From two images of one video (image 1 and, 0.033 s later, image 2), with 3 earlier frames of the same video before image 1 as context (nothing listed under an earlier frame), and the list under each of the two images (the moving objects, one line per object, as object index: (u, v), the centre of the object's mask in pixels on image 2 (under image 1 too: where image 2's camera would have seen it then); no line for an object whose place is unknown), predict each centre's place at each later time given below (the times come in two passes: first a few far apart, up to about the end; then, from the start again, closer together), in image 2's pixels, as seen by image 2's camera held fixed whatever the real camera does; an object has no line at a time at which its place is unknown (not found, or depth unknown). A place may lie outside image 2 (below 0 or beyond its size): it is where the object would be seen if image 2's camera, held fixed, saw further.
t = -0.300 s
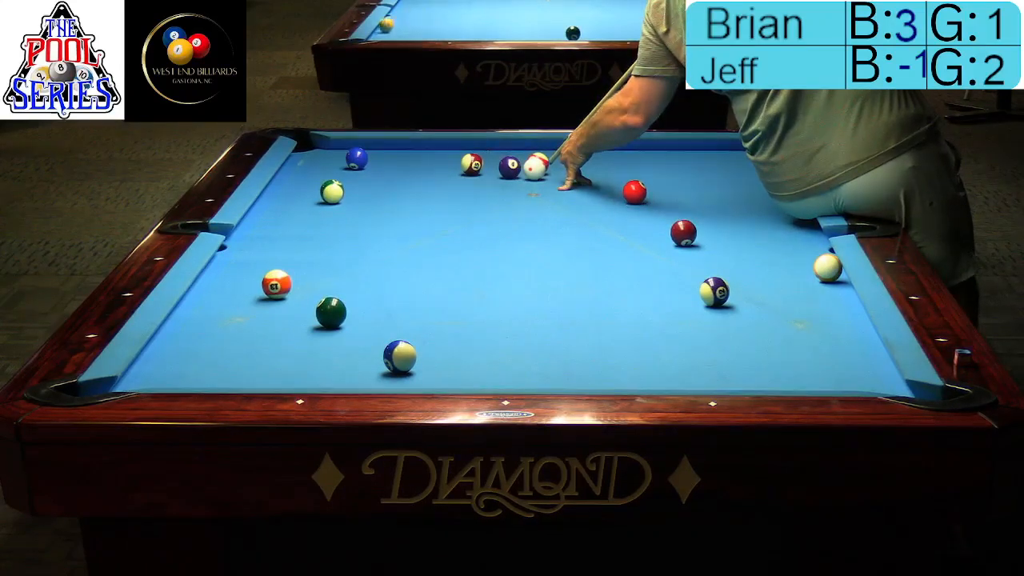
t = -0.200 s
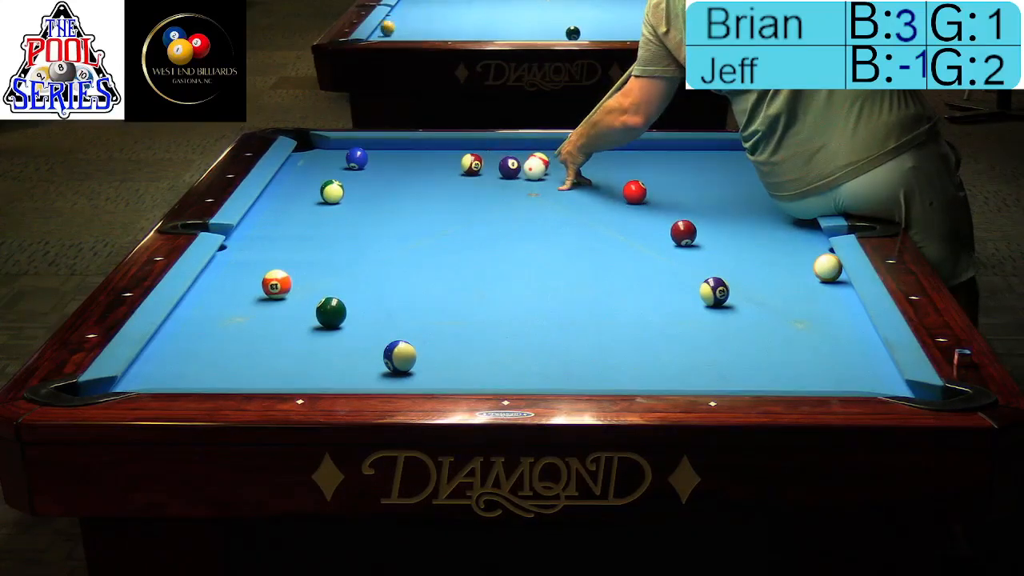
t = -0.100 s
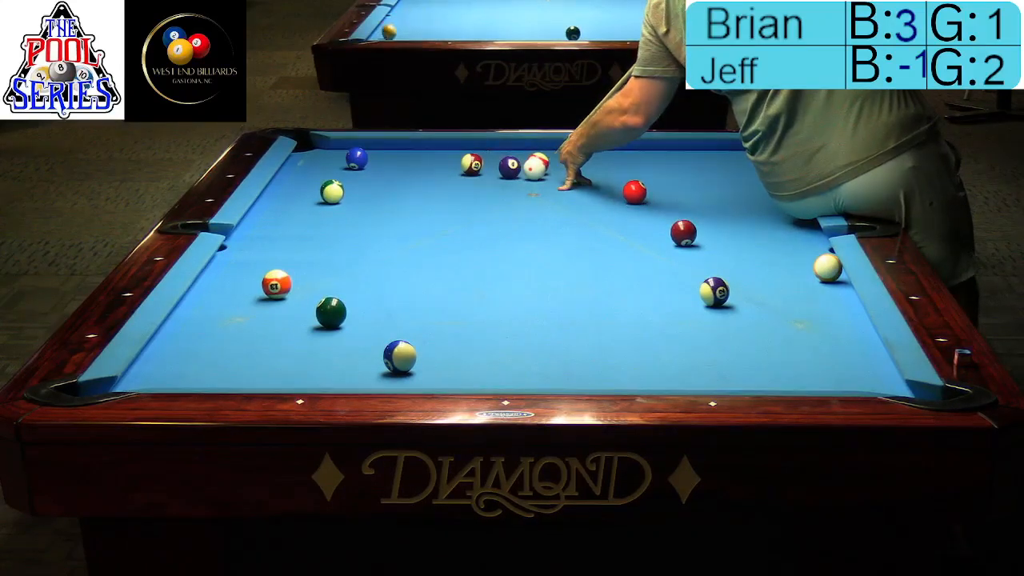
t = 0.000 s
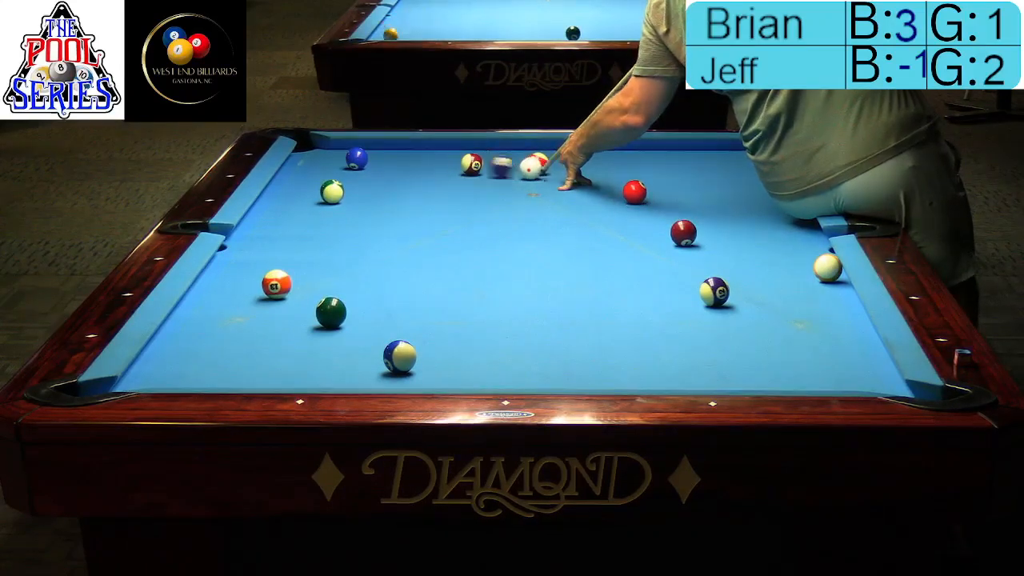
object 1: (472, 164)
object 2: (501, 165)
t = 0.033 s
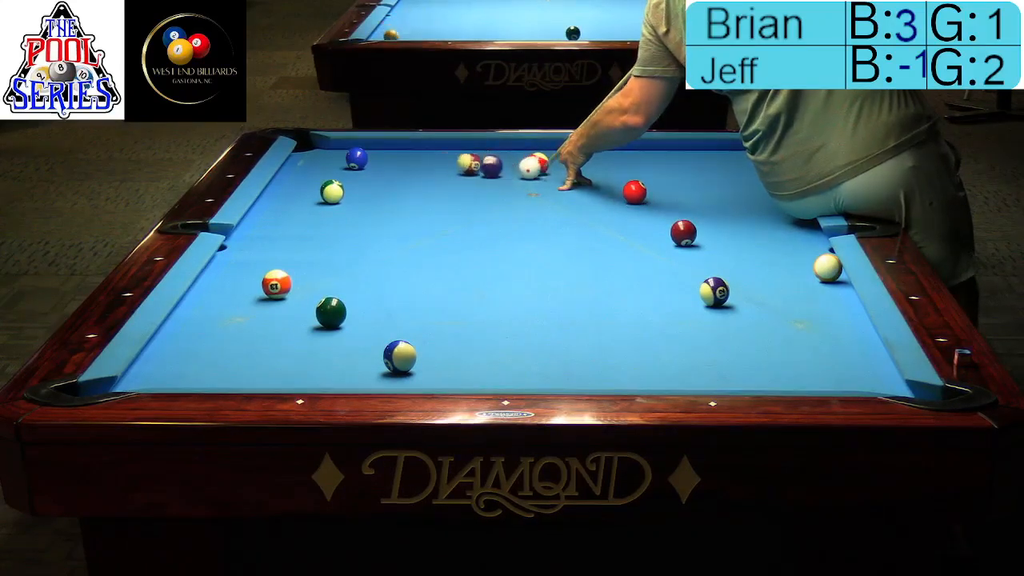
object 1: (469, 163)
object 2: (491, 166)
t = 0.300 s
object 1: (414, 159)
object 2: (475, 167)
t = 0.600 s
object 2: (460, 168)
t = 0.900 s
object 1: (310, 149)
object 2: (448, 168)
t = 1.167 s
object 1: (330, 147)
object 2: (440, 168)
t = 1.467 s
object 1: (364, 143)
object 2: (435, 168)
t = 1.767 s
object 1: (391, 143)
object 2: (433, 169)
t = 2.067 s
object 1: (412, 143)
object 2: (433, 169)
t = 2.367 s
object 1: (427, 143)
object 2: (433, 169)
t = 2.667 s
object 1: (440, 144)
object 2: (433, 169)
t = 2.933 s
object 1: (449, 144)
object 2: (433, 169)
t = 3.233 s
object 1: (457, 145)
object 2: (433, 169)
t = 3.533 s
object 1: (462, 145)
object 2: (433, 169)
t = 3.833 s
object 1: (465, 145)
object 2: (433, 168)
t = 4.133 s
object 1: (464, 146)
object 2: (433, 168)
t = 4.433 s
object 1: (464, 145)
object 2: (433, 168)
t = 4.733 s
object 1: (464, 145)
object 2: (433, 168)
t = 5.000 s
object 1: (464, 145)
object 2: (433, 168)
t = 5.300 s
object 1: (464, 145)
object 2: (433, 168)
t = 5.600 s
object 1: (464, 145)
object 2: (433, 168)
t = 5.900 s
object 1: (464, 145)
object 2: (433, 168)
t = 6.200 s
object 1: (464, 145)
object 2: (433, 168)
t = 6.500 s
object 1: (464, 145)
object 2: (433, 168)
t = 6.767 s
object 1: (464, 145)
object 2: (433, 169)
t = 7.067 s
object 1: (464, 145)
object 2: (433, 169)
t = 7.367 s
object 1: (464, 145)
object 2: (433, 169)
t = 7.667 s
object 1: (464, 146)
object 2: (433, 168)
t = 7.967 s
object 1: (464, 146)
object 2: (433, 168)
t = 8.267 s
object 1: (464, 146)
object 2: (433, 168)
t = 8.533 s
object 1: (464, 145)
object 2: (433, 168)
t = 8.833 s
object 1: (464, 145)
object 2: (433, 168)
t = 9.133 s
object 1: (464, 145)
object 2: (433, 168)
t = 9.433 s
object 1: (464, 145)
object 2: (433, 168)
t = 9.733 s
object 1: (464, 145)
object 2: (433, 168)
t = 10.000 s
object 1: (464, 145)
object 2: (433, 168)
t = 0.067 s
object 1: (460, 162)
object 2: (489, 166)
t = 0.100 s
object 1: (452, 162)
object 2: (487, 166)
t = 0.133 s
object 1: (446, 162)
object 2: (485, 166)
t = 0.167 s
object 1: (439, 161)
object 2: (483, 167)
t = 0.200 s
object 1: (433, 161)
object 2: (481, 167)
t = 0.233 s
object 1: (427, 160)
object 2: (479, 167)
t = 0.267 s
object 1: (421, 160)
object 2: (477, 167)
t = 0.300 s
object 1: (414, 159)
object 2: (475, 167)
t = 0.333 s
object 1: (408, 158)
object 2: (473, 167)
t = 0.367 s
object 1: (401, 158)
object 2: (472, 167)
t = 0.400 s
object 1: (394, 157)
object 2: (470, 167)
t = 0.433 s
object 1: (390, 157)
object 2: (468, 167)
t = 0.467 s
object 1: (383, 156)
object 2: (467, 167)
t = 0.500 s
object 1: (378, 155)
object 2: (465, 167)
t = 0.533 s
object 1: (374, 155)
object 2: (463, 167)
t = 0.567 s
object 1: (370, 156)
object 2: (462, 167)
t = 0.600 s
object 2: (460, 168)
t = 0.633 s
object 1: (351, 148)
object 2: (459, 168)
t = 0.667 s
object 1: (345, 150)
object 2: (457, 168)
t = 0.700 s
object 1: (340, 151)
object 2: (456, 168)
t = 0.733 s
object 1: (336, 151)
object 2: (455, 168)
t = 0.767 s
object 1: (332, 151)
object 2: (453, 168)
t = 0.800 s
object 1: (327, 151)
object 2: (452, 168)
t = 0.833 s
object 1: (320, 150)
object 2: (451, 168)
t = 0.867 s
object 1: (315, 150)
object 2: (450, 168)
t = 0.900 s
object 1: (310, 149)
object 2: (448, 168)
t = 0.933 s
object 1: (305, 149)
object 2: (447, 168)
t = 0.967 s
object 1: (307, 148)
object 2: (446, 168)
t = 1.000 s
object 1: (311, 148)
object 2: (445, 168)
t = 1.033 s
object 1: (315, 149)
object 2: (444, 168)
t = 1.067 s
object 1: (318, 148)
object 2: (443, 168)
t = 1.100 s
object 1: (322, 147)
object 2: (442, 168)
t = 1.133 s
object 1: (327, 147)
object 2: (442, 168)
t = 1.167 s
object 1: (330, 147)
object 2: (440, 168)
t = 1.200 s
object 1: (334, 147)
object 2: (440, 168)
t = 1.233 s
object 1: (337, 147)
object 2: (439, 168)
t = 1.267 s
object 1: (340, 146)
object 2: (438, 168)
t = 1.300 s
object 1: (343, 145)
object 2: (437, 168)
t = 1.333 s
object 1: (347, 144)
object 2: (437, 168)
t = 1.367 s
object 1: (350, 144)
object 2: (436, 169)
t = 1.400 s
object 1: (355, 142)
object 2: (436, 168)
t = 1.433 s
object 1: (360, 142)
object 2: (436, 168)
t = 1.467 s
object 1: (364, 143)
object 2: (435, 168)
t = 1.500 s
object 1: (368, 143)
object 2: (435, 168)
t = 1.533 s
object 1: (370, 144)
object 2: (434, 168)
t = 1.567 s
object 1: (373, 144)
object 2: (434, 169)
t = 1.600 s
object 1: (375, 144)
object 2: (434, 169)
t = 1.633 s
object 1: (379, 144)
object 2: (433, 168)
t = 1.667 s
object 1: (382, 144)
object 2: (433, 168)
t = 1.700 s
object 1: (385, 144)
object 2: (433, 169)
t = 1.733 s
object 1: (388, 143)
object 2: (433, 169)
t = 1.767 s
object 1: (391, 143)
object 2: (433, 169)
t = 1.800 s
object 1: (394, 143)
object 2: (433, 169)
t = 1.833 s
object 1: (396, 143)
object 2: (433, 169)
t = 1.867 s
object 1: (399, 143)
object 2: (433, 169)
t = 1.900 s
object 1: (402, 143)
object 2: (433, 169)
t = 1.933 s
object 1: (404, 142)
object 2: (433, 169)
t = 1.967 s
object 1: (406, 143)
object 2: (433, 169)
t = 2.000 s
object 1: (408, 143)
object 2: (433, 169)
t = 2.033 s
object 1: (410, 143)
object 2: (433, 169)
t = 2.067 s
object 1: (412, 143)
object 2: (433, 169)
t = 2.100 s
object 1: (414, 143)
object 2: (433, 169)
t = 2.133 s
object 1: (415, 143)
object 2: (433, 169)
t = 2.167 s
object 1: (417, 143)
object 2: (433, 169)
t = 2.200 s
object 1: (419, 143)
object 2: (433, 169)
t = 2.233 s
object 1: (420, 143)
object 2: (433, 169)
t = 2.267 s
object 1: (422, 143)
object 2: (433, 169)
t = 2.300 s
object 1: (424, 144)
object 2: (433, 169)
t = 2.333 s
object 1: (425, 144)
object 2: (433, 169)
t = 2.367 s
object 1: (427, 143)
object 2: (433, 169)
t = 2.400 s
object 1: (428, 144)
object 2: (433, 169)
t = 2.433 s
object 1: (430, 144)
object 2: (433, 169)
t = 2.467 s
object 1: (431, 144)
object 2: (433, 169)
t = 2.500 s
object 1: (432, 144)
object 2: (433, 169)
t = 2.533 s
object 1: (434, 144)
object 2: (433, 169)
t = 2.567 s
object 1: (436, 144)
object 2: (433, 169)
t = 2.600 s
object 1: (437, 144)
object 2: (433, 169)
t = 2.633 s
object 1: (439, 144)
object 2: (433, 169)
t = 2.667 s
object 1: (440, 144)
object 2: (433, 169)
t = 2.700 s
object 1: (441, 144)
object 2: (433, 169)
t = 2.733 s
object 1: (442, 144)
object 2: (433, 169)
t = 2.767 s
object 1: (443, 144)
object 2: (433, 169)
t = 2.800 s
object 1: (445, 144)
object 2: (433, 169)
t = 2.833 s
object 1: (446, 144)
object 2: (433, 169)
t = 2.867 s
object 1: (447, 144)
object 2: (433, 169)
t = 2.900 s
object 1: (448, 144)
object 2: (433, 169)
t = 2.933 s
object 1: (449, 144)
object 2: (433, 169)
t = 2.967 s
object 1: (450, 145)
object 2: (433, 169)
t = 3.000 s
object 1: (451, 145)
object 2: (433, 169)
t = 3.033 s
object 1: (452, 145)
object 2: (433, 169)
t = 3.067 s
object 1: (453, 145)
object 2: (433, 169)
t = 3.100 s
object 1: (454, 145)
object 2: (433, 169)
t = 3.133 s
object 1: (455, 145)
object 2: (433, 169)
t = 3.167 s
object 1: (456, 145)
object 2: (433, 169)
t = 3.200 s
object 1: (456, 145)
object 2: (433, 169)
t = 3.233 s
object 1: (457, 145)
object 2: (433, 169)
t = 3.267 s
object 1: (458, 145)
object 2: (433, 169)
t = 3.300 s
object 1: (458, 145)
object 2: (433, 169)
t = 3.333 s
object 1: (459, 145)
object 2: (433, 169)
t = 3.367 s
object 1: (460, 145)
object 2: (433, 169)
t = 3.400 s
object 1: (460, 145)
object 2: (433, 169)
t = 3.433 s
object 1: (461, 145)
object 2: (433, 169)
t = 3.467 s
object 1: (461, 145)
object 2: (433, 169)
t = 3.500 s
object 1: (462, 145)
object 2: (433, 169)
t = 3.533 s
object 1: (462, 145)
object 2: (433, 169)
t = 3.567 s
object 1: (463, 145)
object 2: (433, 169)
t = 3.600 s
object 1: (463, 145)
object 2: (433, 169)
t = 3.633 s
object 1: (464, 145)
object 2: (433, 168)
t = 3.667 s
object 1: (464, 145)
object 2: (433, 168)
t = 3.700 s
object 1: (464, 145)
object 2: (433, 168)
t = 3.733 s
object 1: (464, 145)
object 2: (433, 168)
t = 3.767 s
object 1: (464, 145)
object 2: (433, 168)
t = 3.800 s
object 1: (465, 145)
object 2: (433, 168)
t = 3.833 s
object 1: (465, 145)
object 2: (433, 168)
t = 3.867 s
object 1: (465, 145)
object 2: (433, 168)
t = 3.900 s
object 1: (465, 145)
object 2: (433, 168)
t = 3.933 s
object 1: (465, 145)
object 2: (433, 168)
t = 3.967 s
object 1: (465, 145)
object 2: (433, 168)
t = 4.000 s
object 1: (465, 145)
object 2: (433, 168)
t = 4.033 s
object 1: (465, 145)
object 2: (433, 168)
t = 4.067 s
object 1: (465, 145)
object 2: (433, 168)
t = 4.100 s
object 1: (465, 145)
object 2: (433, 168)
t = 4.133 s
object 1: (464, 146)
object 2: (433, 168)
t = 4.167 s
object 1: (464, 145)
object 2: (433, 169)
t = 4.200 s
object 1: (464, 145)
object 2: (433, 168)
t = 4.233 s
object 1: (464, 145)
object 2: (433, 168)
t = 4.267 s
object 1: (464, 145)
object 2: (433, 168)
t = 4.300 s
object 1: (464, 145)
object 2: (433, 168)
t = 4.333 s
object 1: (464, 145)
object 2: (433, 168)
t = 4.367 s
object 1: (464, 145)
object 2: (433, 168)
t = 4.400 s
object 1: (464, 145)
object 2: (433, 168)
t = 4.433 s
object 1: (464, 145)
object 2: (433, 168)
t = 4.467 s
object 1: (464, 145)
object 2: (433, 168)
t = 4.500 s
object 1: (464, 145)
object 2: (433, 168)
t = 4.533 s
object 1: (464, 145)
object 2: (433, 168)
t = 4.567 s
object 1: (464, 145)
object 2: (433, 168)
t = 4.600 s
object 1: (464, 145)
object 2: (433, 168)
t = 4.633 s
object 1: (464, 145)
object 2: (433, 168)
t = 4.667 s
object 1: (464, 145)
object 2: (433, 168)
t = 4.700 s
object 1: (464, 145)
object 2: (433, 168)
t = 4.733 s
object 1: (464, 145)
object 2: (433, 168)
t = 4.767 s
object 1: (464, 145)
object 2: (433, 168)
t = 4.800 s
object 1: (464, 145)
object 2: (433, 168)
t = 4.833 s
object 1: (464, 145)
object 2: (433, 168)
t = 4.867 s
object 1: (464, 145)
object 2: (433, 168)
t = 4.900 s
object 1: (464, 145)
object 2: (433, 168)
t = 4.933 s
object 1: (464, 145)
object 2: (433, 168)
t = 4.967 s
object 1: (464, 145)
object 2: (433, 168)
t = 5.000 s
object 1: (464, 145)
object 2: (433, 168)
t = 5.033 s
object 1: (464, 145)
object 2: (433, 168)
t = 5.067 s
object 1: (464, 145)
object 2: (433, 168)
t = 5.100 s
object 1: (464, 145)
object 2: (433, 168)
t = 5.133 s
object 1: (464, 145)
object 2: (433, 168)
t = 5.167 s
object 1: (464, 145)
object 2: (433, 168)
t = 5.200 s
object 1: (464, 145)
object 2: (433, 168)
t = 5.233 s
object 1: (464, 145)
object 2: (433, 168)
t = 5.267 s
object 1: (464, 145)
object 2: (433, 168)
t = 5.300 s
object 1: (464, 145)
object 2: (433, 168)
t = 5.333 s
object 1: (464, 145)
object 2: (433, 168)
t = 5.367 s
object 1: (464, 145)
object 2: (433, 168)
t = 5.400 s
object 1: (464, 145)
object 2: (433, 168)
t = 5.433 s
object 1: (464, 145)
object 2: (433, 168)
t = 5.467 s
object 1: (464, 145)
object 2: (433, 168)
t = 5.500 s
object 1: (464, 145)
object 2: (433, 169)
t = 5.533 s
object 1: (464, 145)
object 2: (433, 168)
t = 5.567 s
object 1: (464, 145)
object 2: (433, 168)
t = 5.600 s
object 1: (464, 145)
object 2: (433, 168)
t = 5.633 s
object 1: (464, 145)
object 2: (433, 168)
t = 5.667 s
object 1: (464, 145)
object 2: (433, 168)
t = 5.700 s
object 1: (464, 145)
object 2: (433, 168)
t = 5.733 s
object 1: (464, 145)
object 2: (433, 168)
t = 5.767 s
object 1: (464, 145)
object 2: (433, 168)
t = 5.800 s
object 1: (464, 145)
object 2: (433, 168)
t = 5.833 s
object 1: (464, 145)
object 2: (433, 168)
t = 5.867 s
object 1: (464, 145)
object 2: (433, 169)
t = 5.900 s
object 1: (464, 145)
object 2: (433, 168)
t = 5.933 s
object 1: (464, 145)
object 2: (433, 168)
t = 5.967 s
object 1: (464, 145)
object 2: (433, 168)
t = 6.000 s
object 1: (464, 145)
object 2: (433, 168)
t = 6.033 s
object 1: (464, 145)
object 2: (433, 168)
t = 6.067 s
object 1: (464, 145)
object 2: (433, 168)
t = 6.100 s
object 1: (464, 145)
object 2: (433, 169)
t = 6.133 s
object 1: (464, 145)
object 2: (433, 168)
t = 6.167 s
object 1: (464, 145)
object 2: (433, 168)
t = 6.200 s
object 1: (464, 145)
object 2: (433, 168)
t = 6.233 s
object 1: (464, 145)
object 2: (433, 168)
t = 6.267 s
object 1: (464, 145)
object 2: (433, 168)
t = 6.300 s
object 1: (464, 145)
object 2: (433, 168)
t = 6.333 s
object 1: (464, 145)
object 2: (433, 168)
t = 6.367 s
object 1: (464, 145)
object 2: (433, 169)
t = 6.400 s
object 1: (464, 145)
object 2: (433, 169)
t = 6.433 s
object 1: (464, 145)
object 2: (433, 169)
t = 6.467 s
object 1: (464, 145)
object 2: (433, 169)
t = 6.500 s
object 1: (464, 145)
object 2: (433, 168)
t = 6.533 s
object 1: (464, 145)
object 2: (433, 168)
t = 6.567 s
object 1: (464, 145)
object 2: (433, 169)
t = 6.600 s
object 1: (464, 145)
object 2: (433, 169)
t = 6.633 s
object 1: (464, 145)
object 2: (433, 168)
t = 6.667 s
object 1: (464, 145)
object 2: (433, 168)
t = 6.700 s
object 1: (464, 145)
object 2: (433, 169)
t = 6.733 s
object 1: (464, 145)
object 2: (433, 169)
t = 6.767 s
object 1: (464, 145)
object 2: (433, 169)
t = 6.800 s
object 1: (464, 145)
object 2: (433, 169)
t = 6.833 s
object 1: (464, 145)
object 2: (433, 169)
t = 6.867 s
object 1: (464, 145)
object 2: (433, 168)
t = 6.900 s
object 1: (464, 145)
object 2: (433, 169)
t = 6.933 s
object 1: (464, 145)
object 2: (433, 168)
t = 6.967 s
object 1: (464, 145)
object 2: (433, 169)
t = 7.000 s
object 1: (464, 145)
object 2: (433, 169)
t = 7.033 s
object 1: (464, 145)
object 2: (433, 169)
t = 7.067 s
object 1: (464, 145)
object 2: (433, 169)
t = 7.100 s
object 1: (464, 145)
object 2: (433, 169)
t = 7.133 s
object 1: (464, 145)
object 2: (433, 169)
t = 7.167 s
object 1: (464, 145)
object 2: (433, 168)
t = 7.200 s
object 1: (464, 145)
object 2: (433, 169)
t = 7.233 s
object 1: (464, 145)
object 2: (433, 169)
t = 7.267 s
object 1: (464, 146)
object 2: (433, 169)
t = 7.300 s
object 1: (464, 145)
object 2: (433, 168)
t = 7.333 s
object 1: (464, 146)
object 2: (433, 169)
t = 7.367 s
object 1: (464, 145)
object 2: (433, 169)
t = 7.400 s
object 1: (464, 146)
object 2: (433, 169)
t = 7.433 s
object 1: (464, 146)
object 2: (433, 169)
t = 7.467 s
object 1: (464, 146)
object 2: (433, 169)
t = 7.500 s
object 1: (464, 146)
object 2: (433, 168)
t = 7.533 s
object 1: (464, 146)
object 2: (433, 169)
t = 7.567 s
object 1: (464, 146)
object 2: (433, 168)
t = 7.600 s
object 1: (464, 146)
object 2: (433, 168)
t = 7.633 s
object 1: (464, 146)
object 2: (433, 168)
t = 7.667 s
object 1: (464, 146)
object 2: (433, 168)
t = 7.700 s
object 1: (464, 146)
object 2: (433, 169)
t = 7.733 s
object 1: (464, 146)
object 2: (433, 168)
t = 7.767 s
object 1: (464, 146)
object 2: (433, 168)
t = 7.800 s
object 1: (464, 146)
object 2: (433, 168)
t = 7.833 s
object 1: (464, 146)
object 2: (433, 169)
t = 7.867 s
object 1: (464, 146)
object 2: (433, 169)
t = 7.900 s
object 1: (464, 146)
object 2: (433, 168)
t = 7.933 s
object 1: (464, 146)
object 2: (433, 168)
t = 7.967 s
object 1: (464, 146)
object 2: (433, 168)
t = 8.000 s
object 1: (464, 146)
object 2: (433, 168)
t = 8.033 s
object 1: (464, 146)
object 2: (433, 168)
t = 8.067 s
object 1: (464, 146)
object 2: (433, 168)
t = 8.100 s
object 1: (464, 146)
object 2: (433, 169)
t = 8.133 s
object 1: (464, 146)
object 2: (433, 169)
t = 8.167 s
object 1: (464, 146)
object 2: (433, 169)
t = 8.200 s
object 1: (464, 146)
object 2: (433, 169)
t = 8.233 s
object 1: (464, 146)
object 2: (433, 168)
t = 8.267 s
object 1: (464, 146)
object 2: (433, 168)
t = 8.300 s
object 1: (464, 146)
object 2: (433, 169)
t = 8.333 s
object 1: (464, 146)
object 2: (433, 168)
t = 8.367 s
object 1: (464, 145)
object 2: (433, 168)
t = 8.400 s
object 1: (464, 145)
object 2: (433, 168)
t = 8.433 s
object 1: (464, 146)
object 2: (433, 168)
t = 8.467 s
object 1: (464, 145)
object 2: (433, 168)
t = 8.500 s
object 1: (464, 145)
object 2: (433, 168)
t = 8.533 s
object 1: (464, 145)
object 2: (433, 168)
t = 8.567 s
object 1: (464, 145)
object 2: (433, 168)
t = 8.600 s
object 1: (464, 145)
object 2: (433, 168)
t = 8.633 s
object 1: (464, 145)
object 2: (433, 168)
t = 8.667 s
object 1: (464, 145)
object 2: (433, 168)
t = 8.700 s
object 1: (464, 145)
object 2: (433, 168)
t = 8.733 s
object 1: (464, 145)
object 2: (433, 168)
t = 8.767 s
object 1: (464, 145)
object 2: (433, 168)
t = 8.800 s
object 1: (464, 145)
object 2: (433, 168)
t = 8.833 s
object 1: (464, 145)
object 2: (433, 168)
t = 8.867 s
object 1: (464, 145)
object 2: (433, 168)
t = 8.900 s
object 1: (464, 145)
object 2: (433, 168)
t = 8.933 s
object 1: (464, 145)
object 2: (433, 168)
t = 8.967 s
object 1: (464, 145)
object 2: (433, 168)
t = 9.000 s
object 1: (464, 145)
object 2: (433, 168)
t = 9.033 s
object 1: (464, 145)
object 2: (433, 168)
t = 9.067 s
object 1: (464, 145)
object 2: (433, 168)
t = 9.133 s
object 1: (464, 145)
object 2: (433, 168)
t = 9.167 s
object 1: (464, 145)
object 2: (433, 168)
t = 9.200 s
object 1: (464, 145)
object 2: (433, 168)
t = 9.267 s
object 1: (464, 145)
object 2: (433, 168)
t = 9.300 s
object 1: (464, 145)
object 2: (433, 168)
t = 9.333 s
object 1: (464, 145)
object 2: (433, 168)
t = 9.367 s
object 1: (464, 145)
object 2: (433, 168)
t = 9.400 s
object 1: (464, 145)
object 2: (433, 168)
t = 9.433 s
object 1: (464, 145)
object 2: (433, 168)
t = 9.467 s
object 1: (464, 145)
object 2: (433, 168)
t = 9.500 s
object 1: (464, 145)
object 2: (433, 168)
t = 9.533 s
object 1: (464, 145)
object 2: (433, 168)
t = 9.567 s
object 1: (464, 145)
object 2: (433, 168)
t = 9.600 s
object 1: (464, 145)
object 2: (433, 168)
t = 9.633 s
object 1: (464, 145)
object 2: (433, 168)
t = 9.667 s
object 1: (464, 145)
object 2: (433, 168)
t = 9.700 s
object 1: (464, 145)
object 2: (433, 168)
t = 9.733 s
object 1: (464, 145)
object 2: (433, 168)
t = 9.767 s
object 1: (464, 145)
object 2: (433, 168)
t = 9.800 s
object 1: (464, 145)
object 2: (433, 168)
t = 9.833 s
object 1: (464, 145)
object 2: (433, 168)
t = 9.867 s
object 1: (464, 145)
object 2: (433, 168)
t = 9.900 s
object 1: (464, 145)
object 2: (433, 168)
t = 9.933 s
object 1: (464, 145)
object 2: (433, 168)
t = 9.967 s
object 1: (464, 145)
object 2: (433, 168)
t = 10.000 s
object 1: (464, 145)
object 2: (433, 168)
